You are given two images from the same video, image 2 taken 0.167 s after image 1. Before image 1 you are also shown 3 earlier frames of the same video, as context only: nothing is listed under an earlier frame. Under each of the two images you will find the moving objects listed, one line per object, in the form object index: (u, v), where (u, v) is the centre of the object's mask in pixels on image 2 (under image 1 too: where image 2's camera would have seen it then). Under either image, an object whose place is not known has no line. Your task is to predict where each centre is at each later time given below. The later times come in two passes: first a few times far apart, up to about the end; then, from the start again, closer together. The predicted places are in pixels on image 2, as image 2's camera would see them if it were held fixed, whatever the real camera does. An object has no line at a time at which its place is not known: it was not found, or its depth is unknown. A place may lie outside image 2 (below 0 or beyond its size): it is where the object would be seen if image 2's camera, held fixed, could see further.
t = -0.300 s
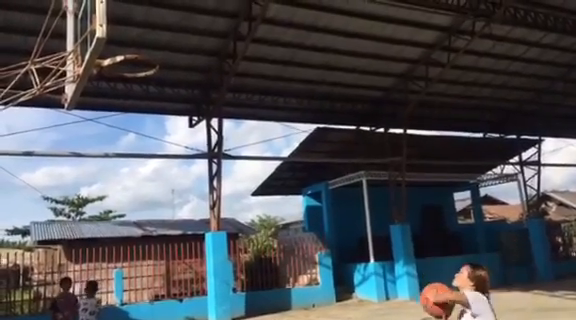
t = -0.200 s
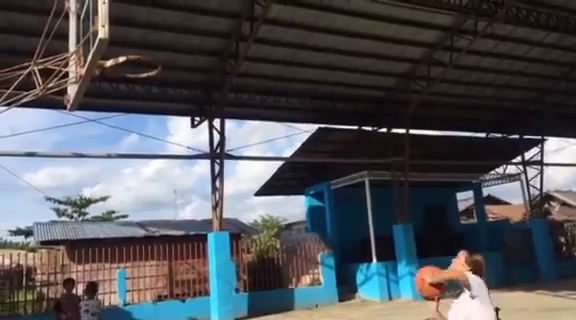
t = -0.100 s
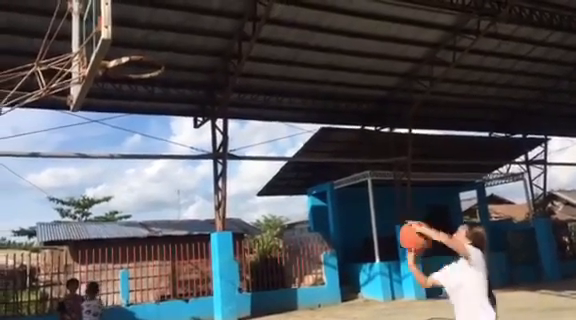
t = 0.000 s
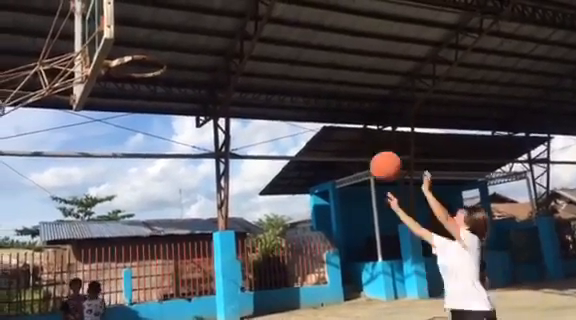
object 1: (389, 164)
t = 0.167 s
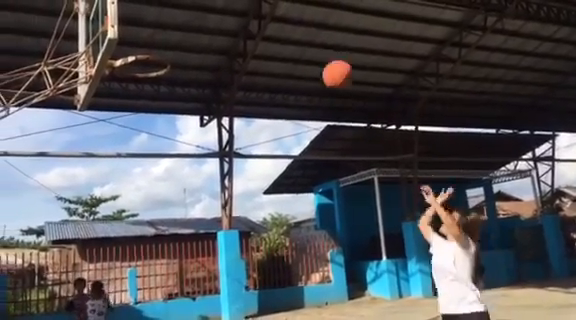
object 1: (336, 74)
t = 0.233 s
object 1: (319, 49)
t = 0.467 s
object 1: (256, 7)
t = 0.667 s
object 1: (210, 9)
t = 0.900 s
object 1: (158, 75)
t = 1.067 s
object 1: (123, 162)
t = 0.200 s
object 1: (327, 61)
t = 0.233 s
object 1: (319, 49)
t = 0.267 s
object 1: (308, 37)
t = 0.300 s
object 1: (301, 29)
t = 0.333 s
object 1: (290, 20)
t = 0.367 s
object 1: (282, 15)
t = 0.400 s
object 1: (273, 11)
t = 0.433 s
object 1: (265, 9)
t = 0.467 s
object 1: (256, 7)
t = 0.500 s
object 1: (248, 6)
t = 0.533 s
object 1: (241, 6)
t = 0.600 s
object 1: (226, 7)
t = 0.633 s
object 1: (217, 7)
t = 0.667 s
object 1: (210, 9)
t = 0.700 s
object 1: (202, 14)
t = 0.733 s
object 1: (195, 21)
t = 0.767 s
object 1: (187, 29)
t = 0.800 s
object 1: (180, 39)
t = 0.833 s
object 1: (173, 48)
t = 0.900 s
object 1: (158, 75)
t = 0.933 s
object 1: (149, 89)
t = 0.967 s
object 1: (145, 106)
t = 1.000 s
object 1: (137, 123)
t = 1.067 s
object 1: (123, 162)
